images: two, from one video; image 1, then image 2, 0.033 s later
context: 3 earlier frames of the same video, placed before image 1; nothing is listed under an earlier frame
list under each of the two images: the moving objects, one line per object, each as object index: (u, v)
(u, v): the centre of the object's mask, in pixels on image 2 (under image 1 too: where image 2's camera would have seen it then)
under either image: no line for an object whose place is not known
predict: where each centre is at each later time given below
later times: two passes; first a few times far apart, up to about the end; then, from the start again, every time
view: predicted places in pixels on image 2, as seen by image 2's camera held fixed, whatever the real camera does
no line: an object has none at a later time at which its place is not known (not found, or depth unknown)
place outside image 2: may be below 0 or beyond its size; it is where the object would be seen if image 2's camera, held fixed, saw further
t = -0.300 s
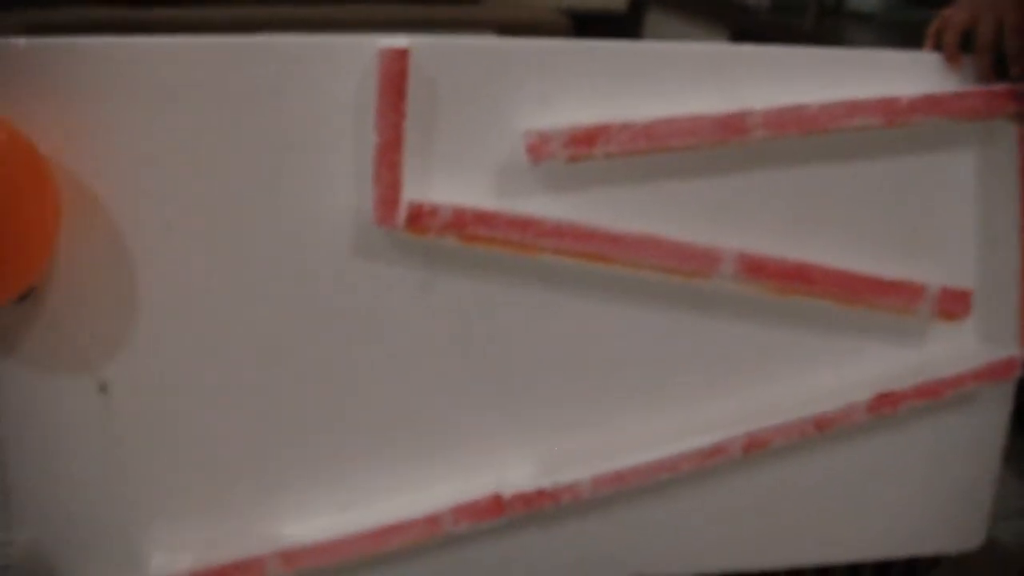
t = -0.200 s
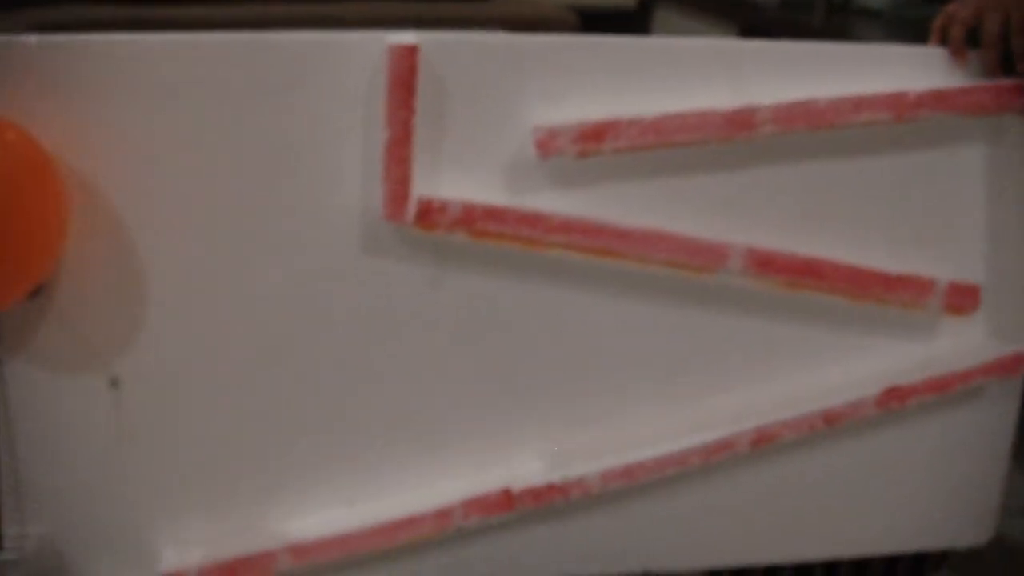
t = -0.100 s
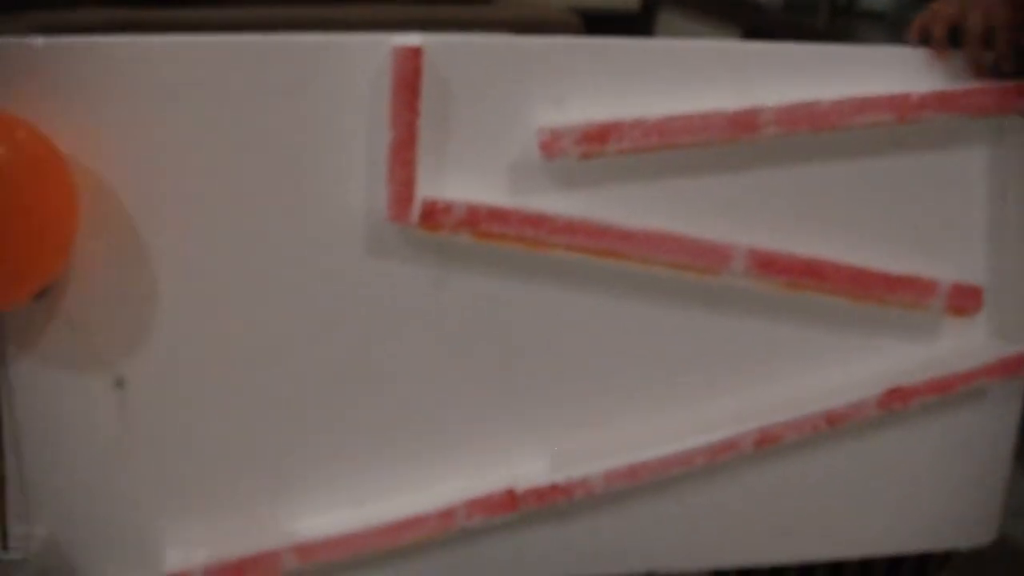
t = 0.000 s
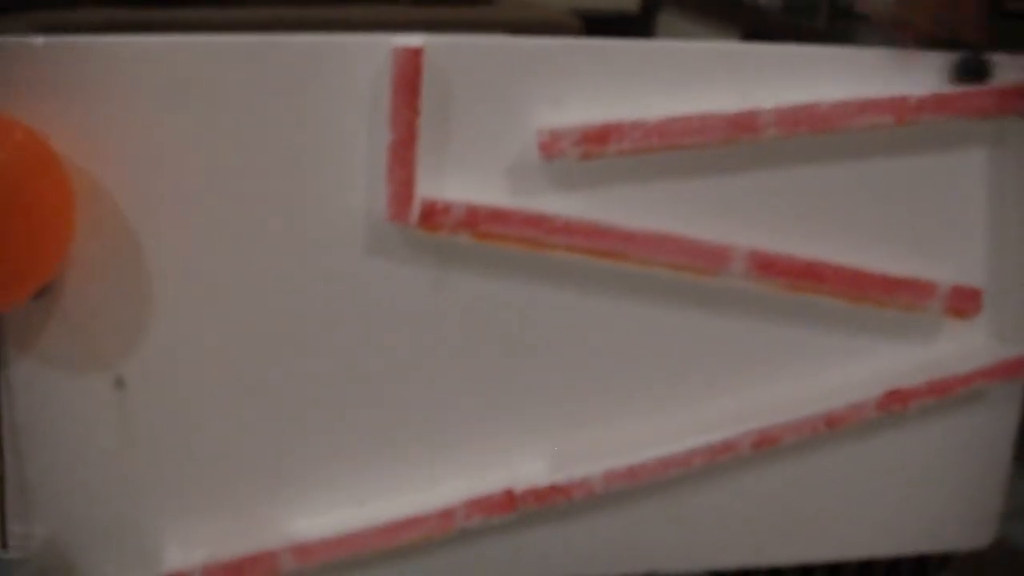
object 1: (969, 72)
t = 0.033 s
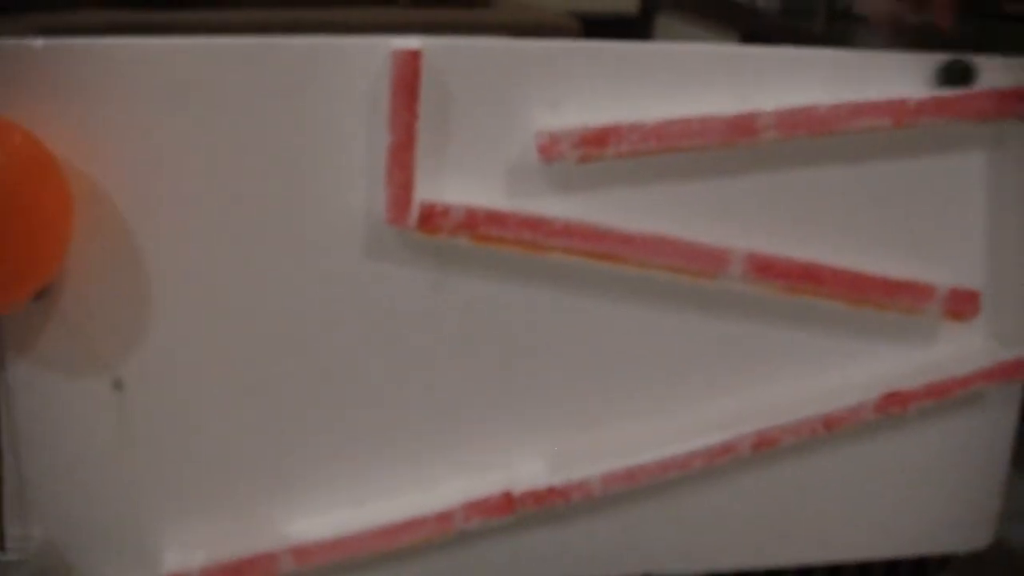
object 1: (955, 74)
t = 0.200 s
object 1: (886, 79)
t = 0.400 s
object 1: (794, 87)
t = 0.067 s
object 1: (944, 75)
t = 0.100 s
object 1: (930, 75)
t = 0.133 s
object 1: (915, 77)
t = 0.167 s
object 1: (900, 78)
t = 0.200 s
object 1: (886, 79)
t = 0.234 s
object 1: (870, 81)
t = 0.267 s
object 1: (856, 82)
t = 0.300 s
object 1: (841, 83)
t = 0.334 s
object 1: (826, 84)
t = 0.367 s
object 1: (810, 85)
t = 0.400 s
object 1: (794, 87)
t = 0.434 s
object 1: (778, 88)
